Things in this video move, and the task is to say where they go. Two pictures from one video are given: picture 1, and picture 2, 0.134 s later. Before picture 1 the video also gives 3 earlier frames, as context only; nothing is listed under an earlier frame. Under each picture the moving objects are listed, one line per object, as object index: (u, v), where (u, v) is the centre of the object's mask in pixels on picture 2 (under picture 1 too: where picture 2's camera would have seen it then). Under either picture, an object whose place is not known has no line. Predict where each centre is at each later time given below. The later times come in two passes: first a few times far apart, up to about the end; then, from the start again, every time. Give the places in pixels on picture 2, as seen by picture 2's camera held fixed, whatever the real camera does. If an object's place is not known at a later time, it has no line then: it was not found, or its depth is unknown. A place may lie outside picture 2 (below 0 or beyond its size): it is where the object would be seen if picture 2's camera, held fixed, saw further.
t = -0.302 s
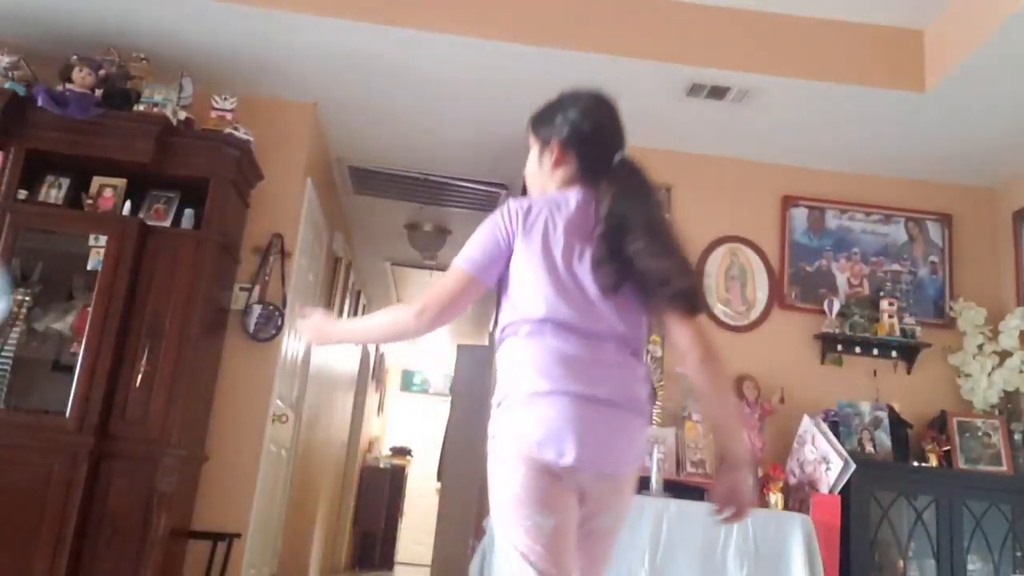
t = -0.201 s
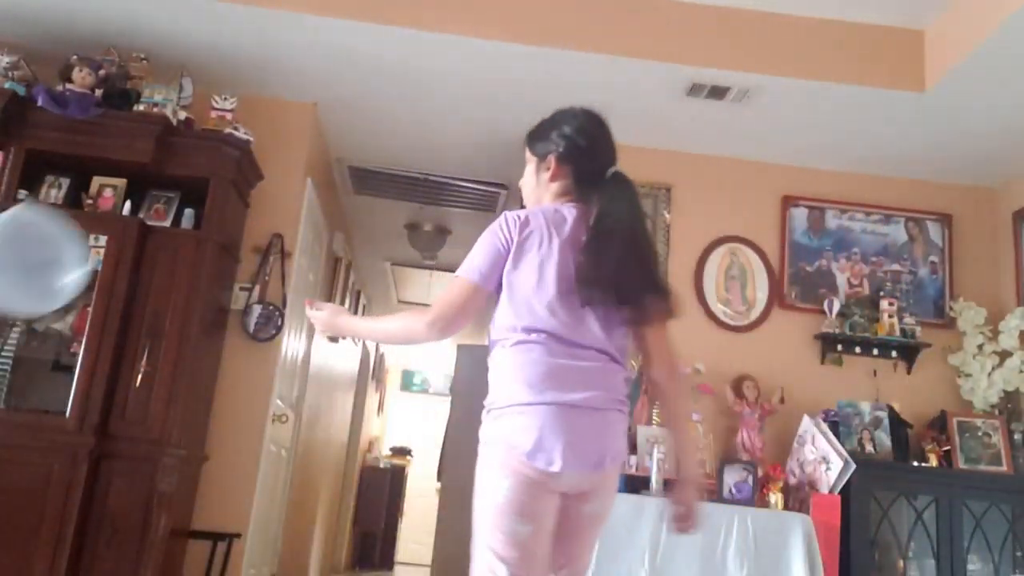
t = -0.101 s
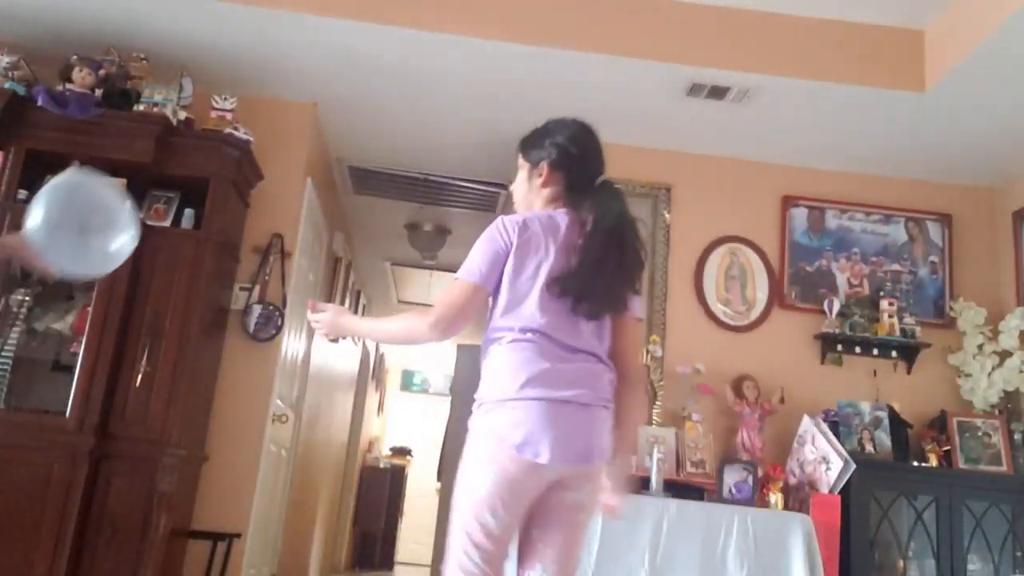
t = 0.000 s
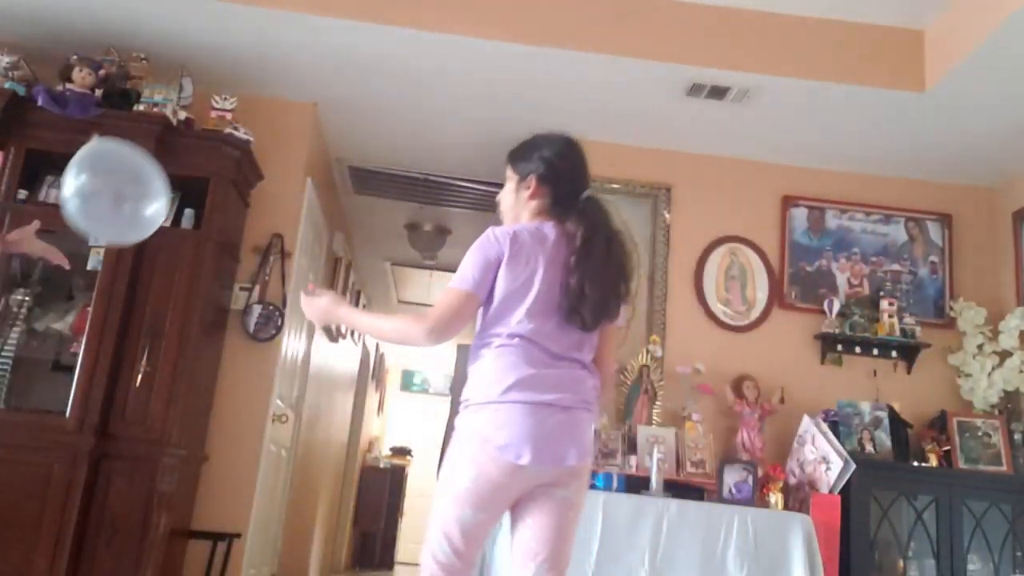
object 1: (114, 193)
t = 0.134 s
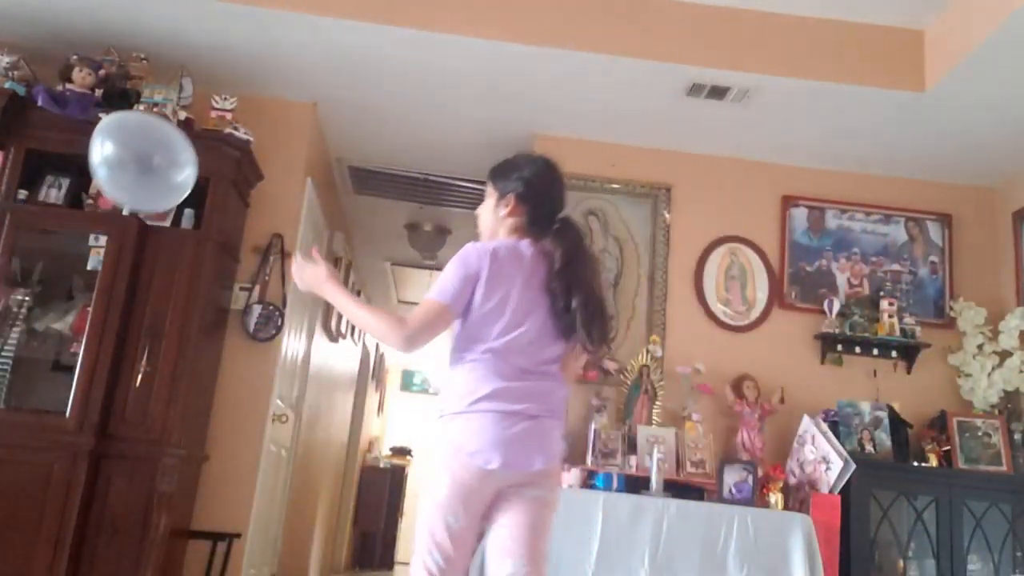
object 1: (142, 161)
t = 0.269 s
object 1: (159, 143)
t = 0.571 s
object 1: (186, 138)
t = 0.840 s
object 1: (204, 171)
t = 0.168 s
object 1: (147, 156)
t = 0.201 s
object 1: (151, 151)
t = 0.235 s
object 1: (156, 147)
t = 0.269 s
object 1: (159, 143)
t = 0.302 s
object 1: (163, 140)
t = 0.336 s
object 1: (167, 138)
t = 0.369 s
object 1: (170, 136)
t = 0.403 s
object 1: (173, 135)
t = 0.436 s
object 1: (176, 134)
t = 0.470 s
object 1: (178, 134)
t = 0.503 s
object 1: (181, 136)
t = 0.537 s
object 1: (183, 136)
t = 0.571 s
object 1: (186, 138)
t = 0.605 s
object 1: (188, 140)
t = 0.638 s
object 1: (191, 143)
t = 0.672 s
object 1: (193, 146)
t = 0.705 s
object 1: (195, 150)
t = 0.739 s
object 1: (197, 155)
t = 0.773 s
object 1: (199, 160)
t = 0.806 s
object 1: (201, 165)
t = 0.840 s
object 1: (204, 171)
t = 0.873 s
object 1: (206, 177)
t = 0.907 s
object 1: (209, 184)
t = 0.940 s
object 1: (211, 192)
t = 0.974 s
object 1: (213, 199)
